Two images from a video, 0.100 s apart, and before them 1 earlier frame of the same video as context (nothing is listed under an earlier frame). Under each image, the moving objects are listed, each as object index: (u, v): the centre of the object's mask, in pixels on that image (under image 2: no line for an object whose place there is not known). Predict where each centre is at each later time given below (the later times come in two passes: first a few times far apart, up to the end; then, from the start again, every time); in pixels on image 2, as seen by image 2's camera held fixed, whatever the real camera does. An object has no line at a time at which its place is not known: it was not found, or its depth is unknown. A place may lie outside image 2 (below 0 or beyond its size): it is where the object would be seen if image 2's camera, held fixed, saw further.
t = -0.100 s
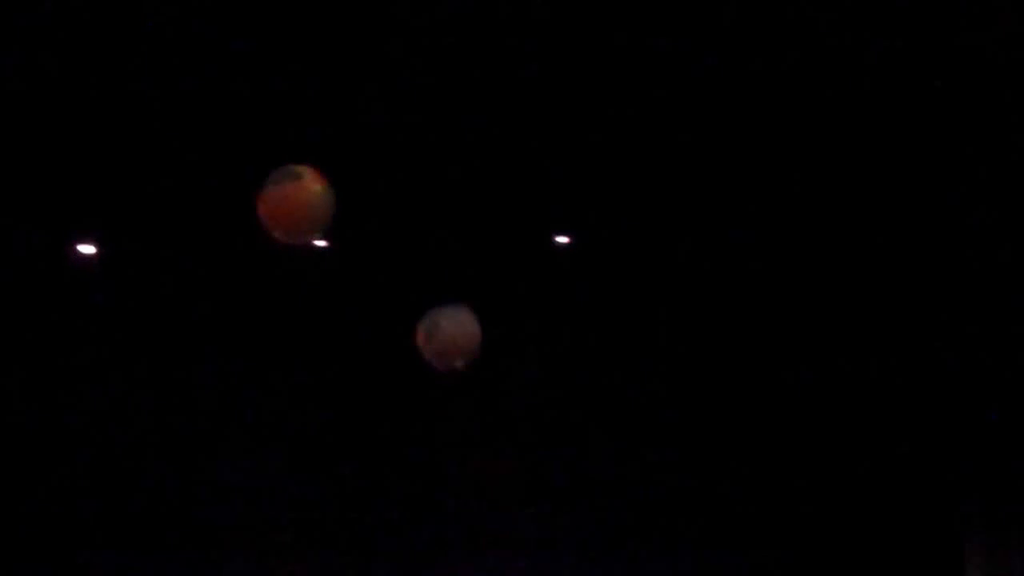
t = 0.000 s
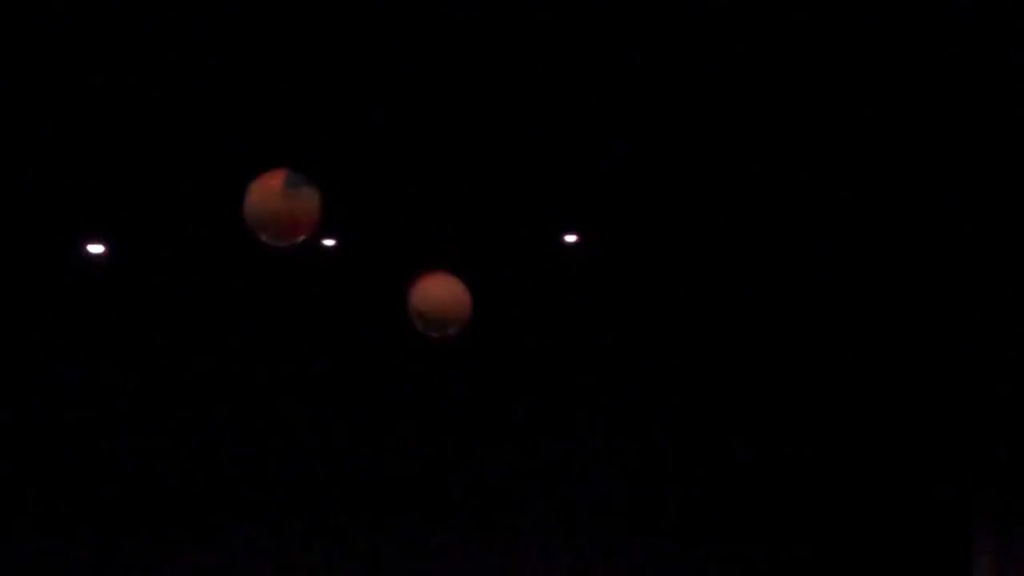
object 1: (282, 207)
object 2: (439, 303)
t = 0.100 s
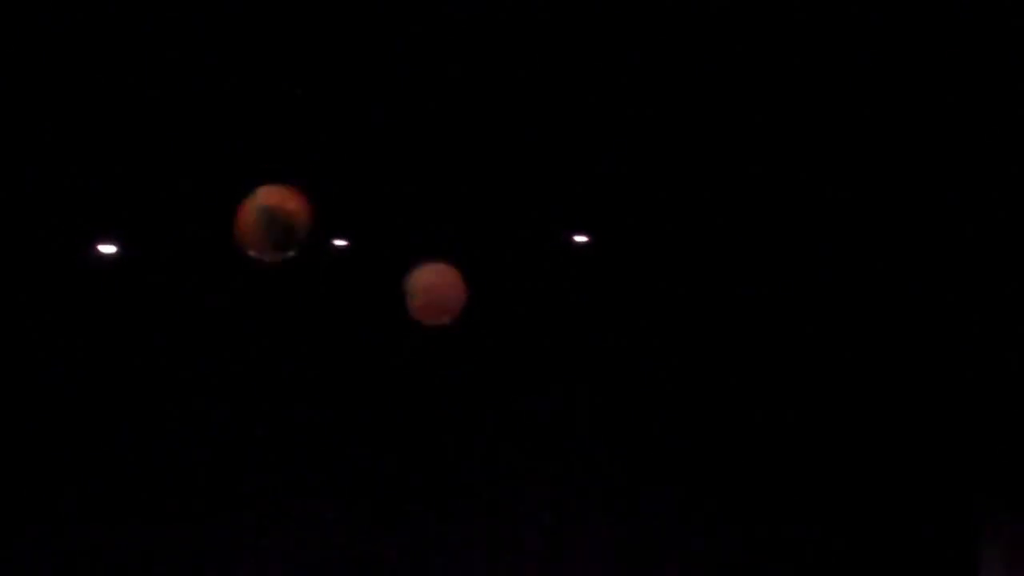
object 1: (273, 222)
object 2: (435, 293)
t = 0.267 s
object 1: (258, 264)
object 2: (426, 293)
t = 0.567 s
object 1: (230, 393)
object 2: (414, 348)
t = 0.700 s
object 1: (196, 479)
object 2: (399, 412)
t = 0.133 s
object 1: (267, 231)
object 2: (432, 292)
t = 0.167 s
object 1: (265, 234)
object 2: (429, 287)
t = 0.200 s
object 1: (264, 242)
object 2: (430, 286)
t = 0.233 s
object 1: (261, 256)
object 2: (428, 293)
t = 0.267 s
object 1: (258, 264)
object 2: (426, 293)
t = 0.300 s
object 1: (256, 278)
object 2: (426, 296)
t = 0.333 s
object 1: (252, 288)
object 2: (423, 299)
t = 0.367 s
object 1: (249, 302)
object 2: (421, 307)
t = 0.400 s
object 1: (251, 315)
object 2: (426, 314)
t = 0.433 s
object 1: (249, 323)
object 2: (425, 312)
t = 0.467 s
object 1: (241, 343)
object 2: (419, 323)
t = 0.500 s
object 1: (239, 358)
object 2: (419, 332)
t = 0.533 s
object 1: (236, 376)
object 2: (416, 338)
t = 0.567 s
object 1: (230, 393)
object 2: (414, 348)
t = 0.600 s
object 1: (223, 414)
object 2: (413, 361)
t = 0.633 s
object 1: (217, 430)
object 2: (409, 372)
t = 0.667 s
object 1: (213, 450)
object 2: (410, 383)
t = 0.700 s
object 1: (196, 479)
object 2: (399, 412)
